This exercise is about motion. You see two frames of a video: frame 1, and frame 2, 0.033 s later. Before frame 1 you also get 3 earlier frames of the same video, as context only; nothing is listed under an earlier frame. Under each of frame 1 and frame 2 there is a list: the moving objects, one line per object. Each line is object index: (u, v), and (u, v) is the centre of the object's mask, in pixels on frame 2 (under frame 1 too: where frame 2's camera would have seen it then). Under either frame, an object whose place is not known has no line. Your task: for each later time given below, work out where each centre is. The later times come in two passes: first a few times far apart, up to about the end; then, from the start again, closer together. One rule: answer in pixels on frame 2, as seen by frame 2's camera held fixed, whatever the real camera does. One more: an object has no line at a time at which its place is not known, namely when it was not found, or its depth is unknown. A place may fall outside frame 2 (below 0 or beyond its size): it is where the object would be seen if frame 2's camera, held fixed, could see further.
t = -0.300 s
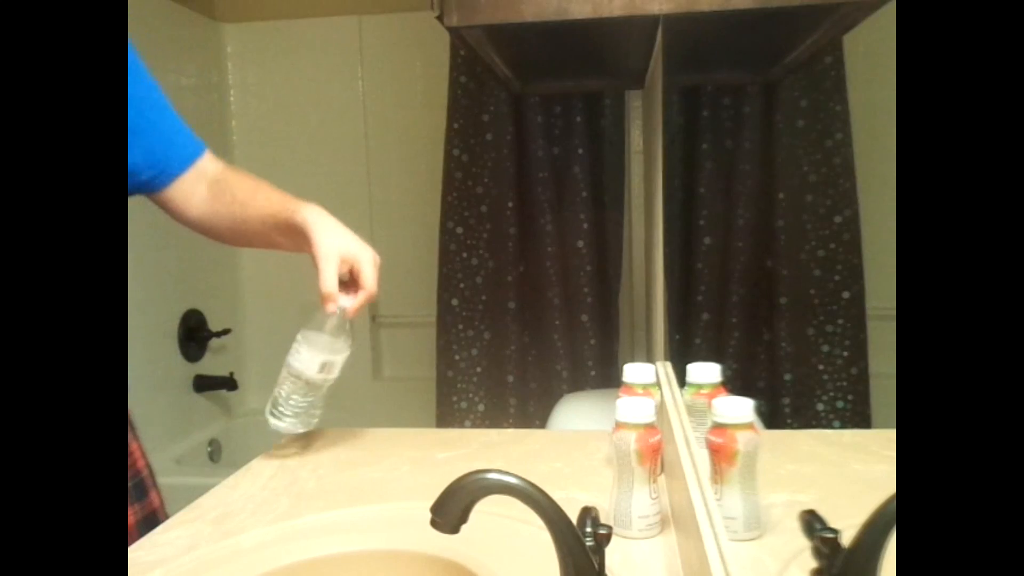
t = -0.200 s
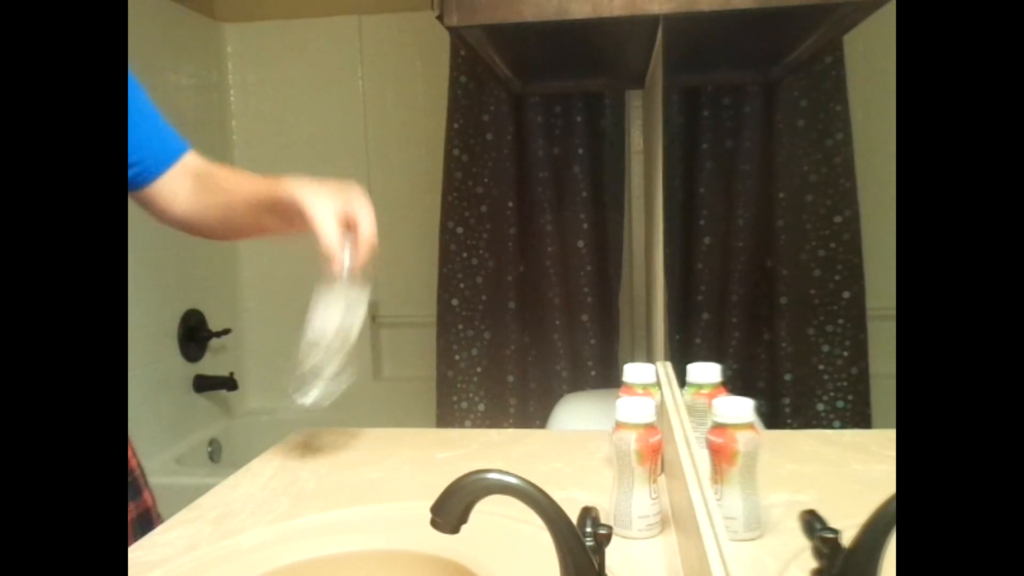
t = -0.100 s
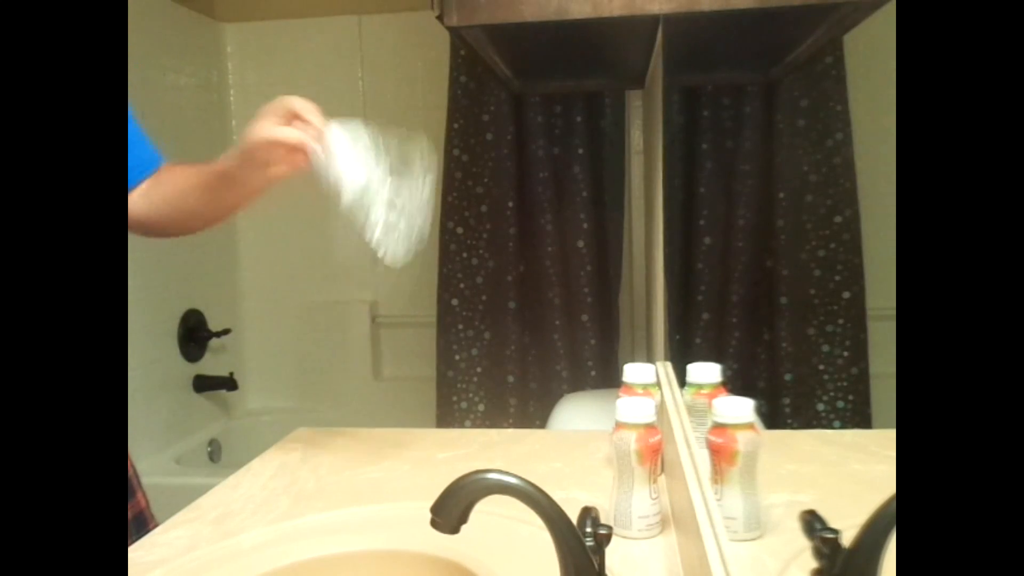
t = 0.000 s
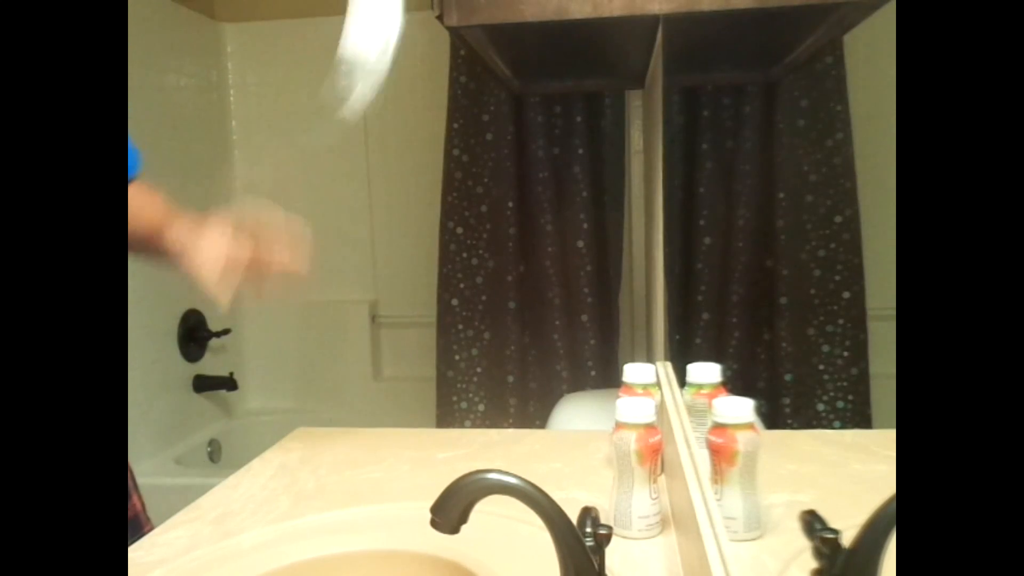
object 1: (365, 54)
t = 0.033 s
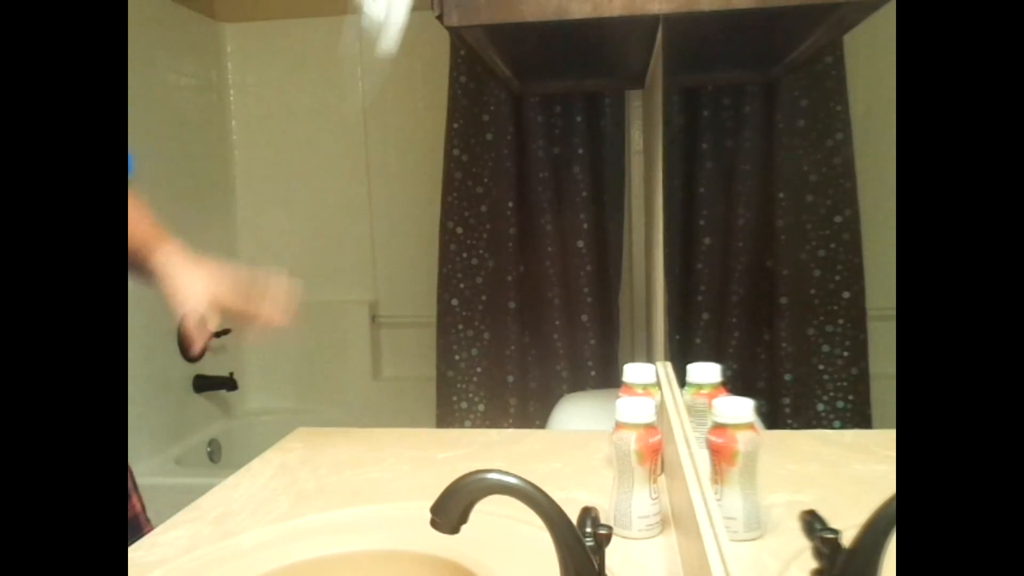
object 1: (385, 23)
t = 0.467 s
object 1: (339, 77)
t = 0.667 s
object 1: (344, 411)
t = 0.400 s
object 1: (309, 10)
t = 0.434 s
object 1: (325, 36)
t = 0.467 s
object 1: (339, 77)
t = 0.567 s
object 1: (344, 324)
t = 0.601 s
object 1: (346, 409)
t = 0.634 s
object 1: (346, 410)
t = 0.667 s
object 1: (344, 411)
